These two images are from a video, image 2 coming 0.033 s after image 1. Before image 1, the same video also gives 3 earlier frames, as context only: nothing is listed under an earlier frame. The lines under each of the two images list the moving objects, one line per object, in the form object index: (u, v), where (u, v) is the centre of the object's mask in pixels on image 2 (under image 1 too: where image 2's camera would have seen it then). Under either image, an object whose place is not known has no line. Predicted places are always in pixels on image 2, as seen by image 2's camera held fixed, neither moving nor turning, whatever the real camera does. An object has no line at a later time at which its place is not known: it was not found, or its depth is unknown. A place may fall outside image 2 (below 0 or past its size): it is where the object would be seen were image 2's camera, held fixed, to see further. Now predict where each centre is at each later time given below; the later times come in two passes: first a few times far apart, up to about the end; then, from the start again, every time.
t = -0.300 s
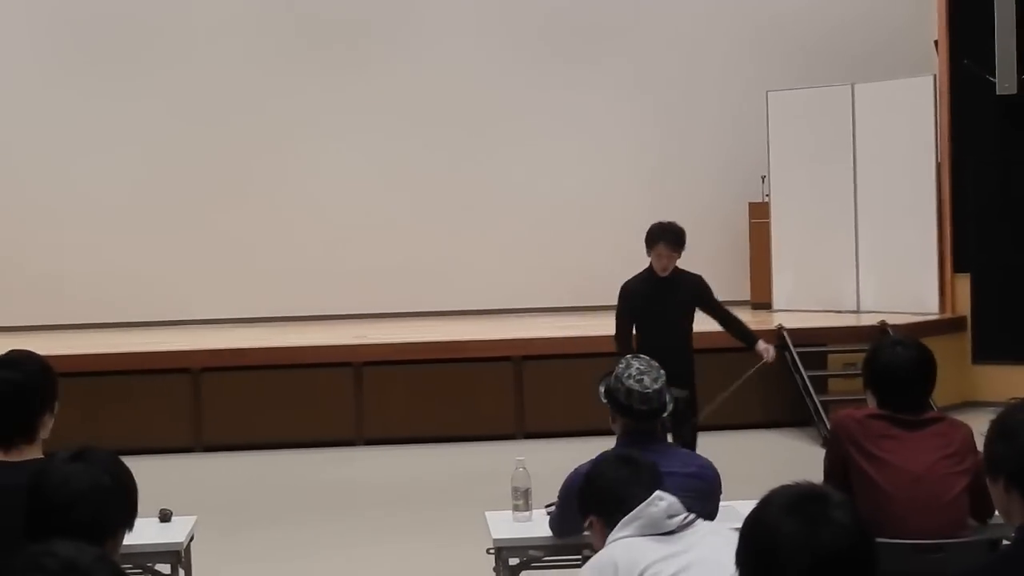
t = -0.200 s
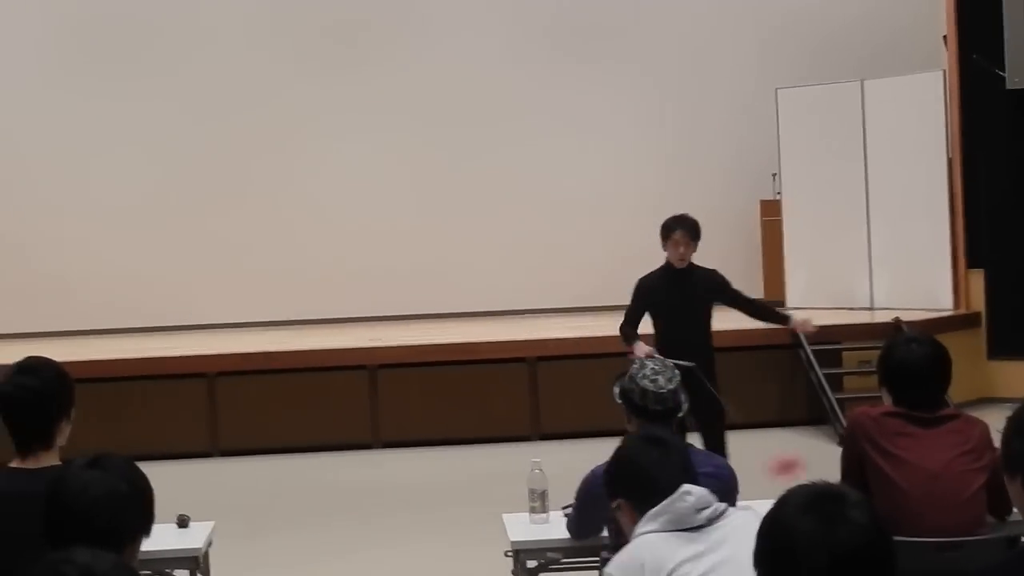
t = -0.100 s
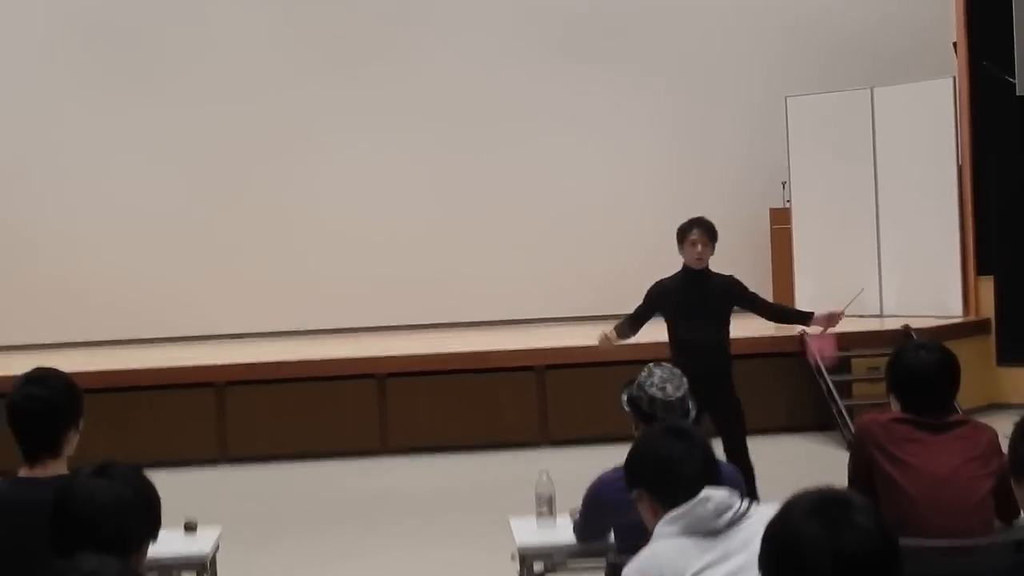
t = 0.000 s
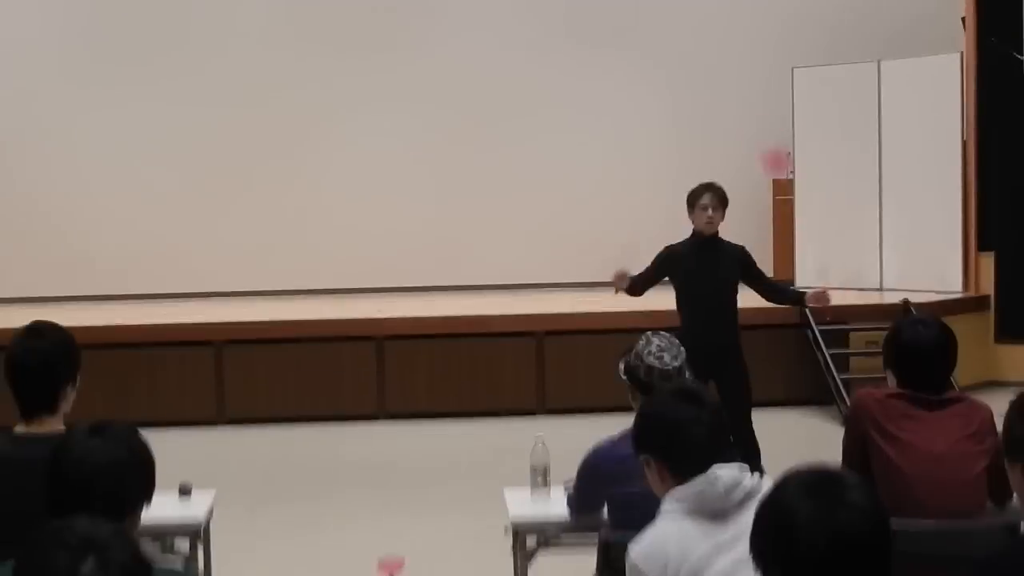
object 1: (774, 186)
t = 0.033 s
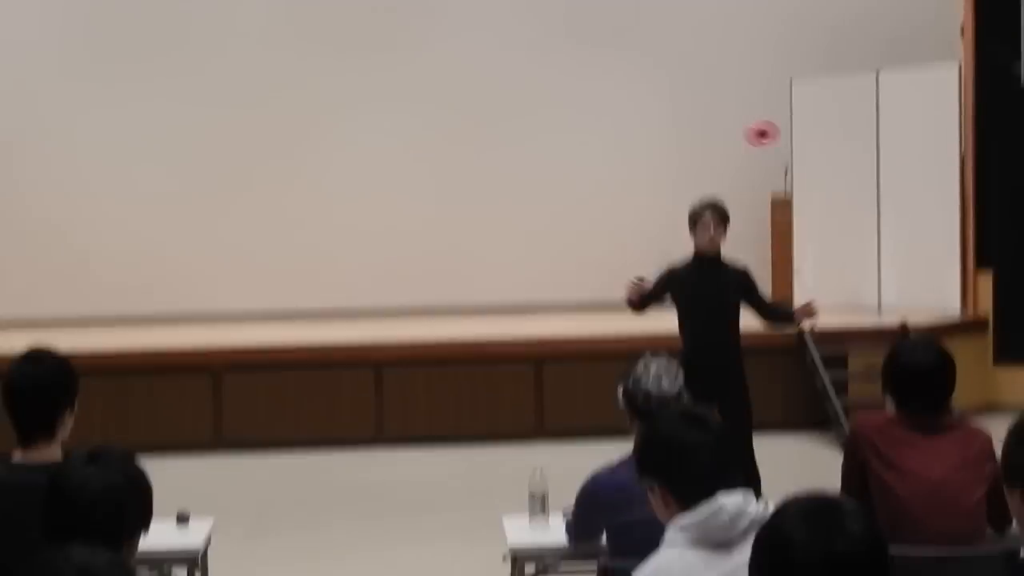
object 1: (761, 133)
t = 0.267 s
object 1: (666, 78)
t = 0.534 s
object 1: (596, 236)
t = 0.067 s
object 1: (746, 110)
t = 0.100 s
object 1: (731, 97)
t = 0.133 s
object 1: (720, 84)
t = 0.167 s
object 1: (707, 77)
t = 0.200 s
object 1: (694, 72)
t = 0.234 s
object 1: (679, 74)
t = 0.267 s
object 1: (666, 78)
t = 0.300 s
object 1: (653, 84)
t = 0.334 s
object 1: (642, 94)
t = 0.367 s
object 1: (632, 108)
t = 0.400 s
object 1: (623, 126)
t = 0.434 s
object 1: (614, 147)
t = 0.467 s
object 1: (606, 173)
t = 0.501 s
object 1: (601, 203)
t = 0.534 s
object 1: (596, 236)
